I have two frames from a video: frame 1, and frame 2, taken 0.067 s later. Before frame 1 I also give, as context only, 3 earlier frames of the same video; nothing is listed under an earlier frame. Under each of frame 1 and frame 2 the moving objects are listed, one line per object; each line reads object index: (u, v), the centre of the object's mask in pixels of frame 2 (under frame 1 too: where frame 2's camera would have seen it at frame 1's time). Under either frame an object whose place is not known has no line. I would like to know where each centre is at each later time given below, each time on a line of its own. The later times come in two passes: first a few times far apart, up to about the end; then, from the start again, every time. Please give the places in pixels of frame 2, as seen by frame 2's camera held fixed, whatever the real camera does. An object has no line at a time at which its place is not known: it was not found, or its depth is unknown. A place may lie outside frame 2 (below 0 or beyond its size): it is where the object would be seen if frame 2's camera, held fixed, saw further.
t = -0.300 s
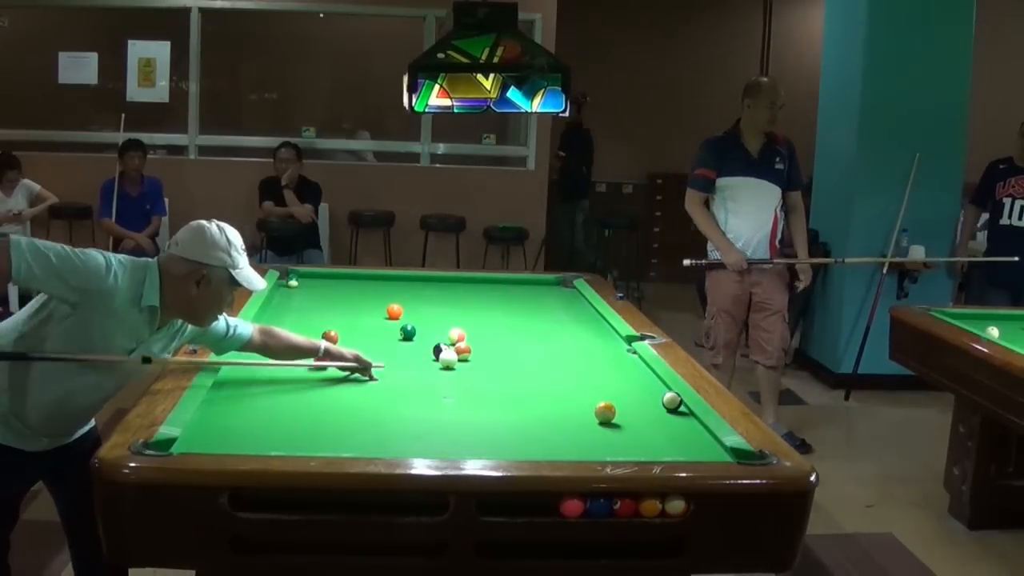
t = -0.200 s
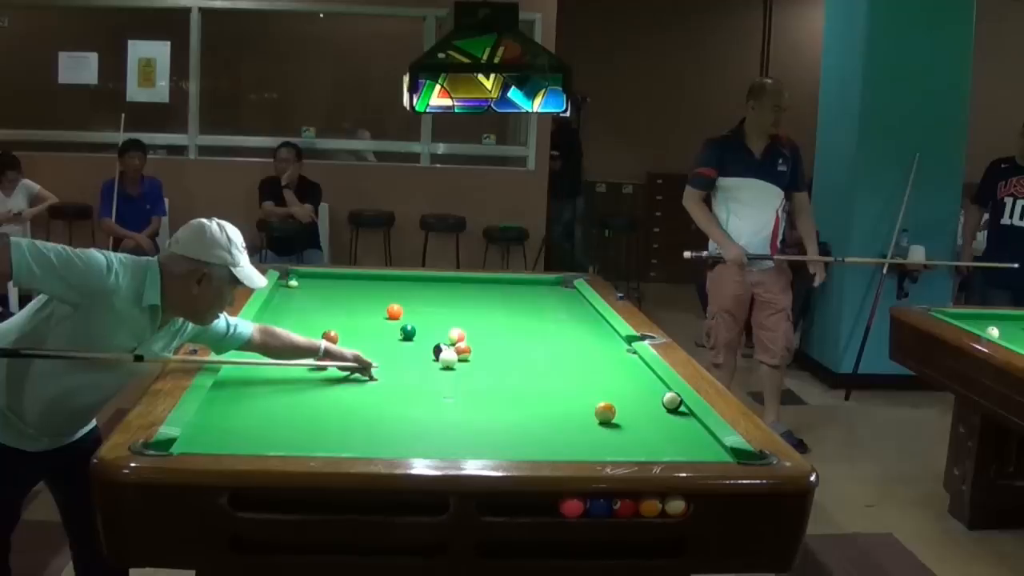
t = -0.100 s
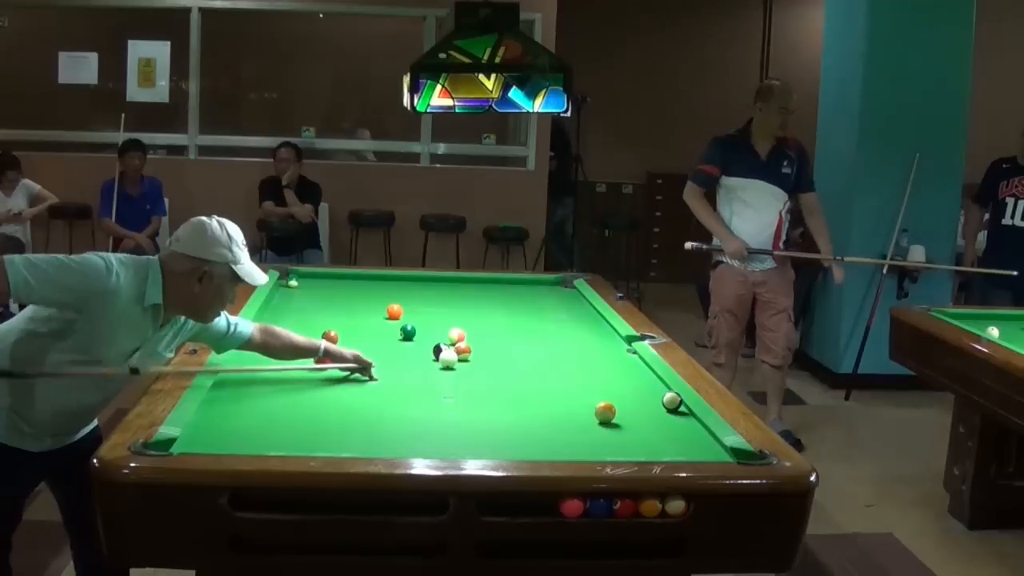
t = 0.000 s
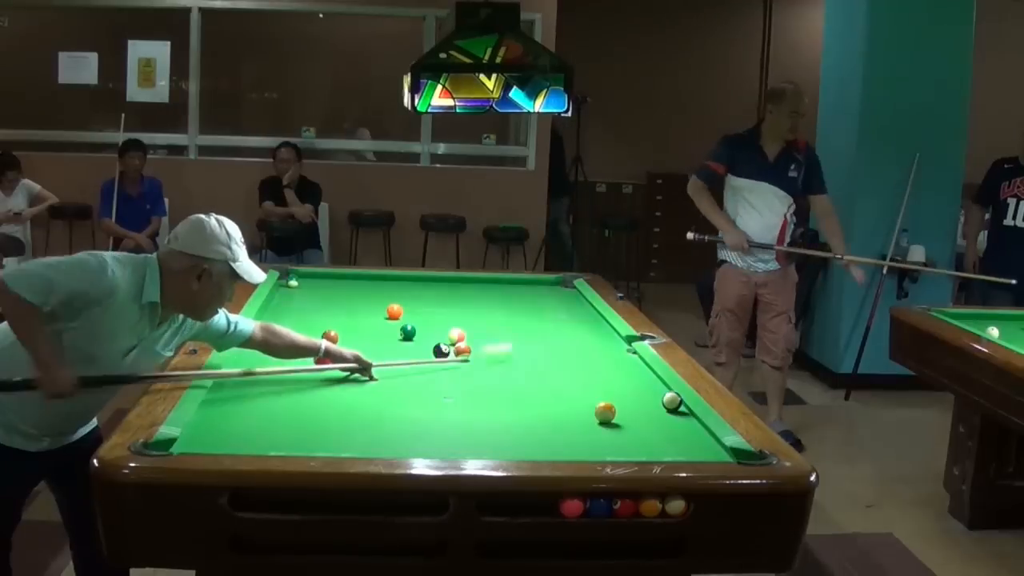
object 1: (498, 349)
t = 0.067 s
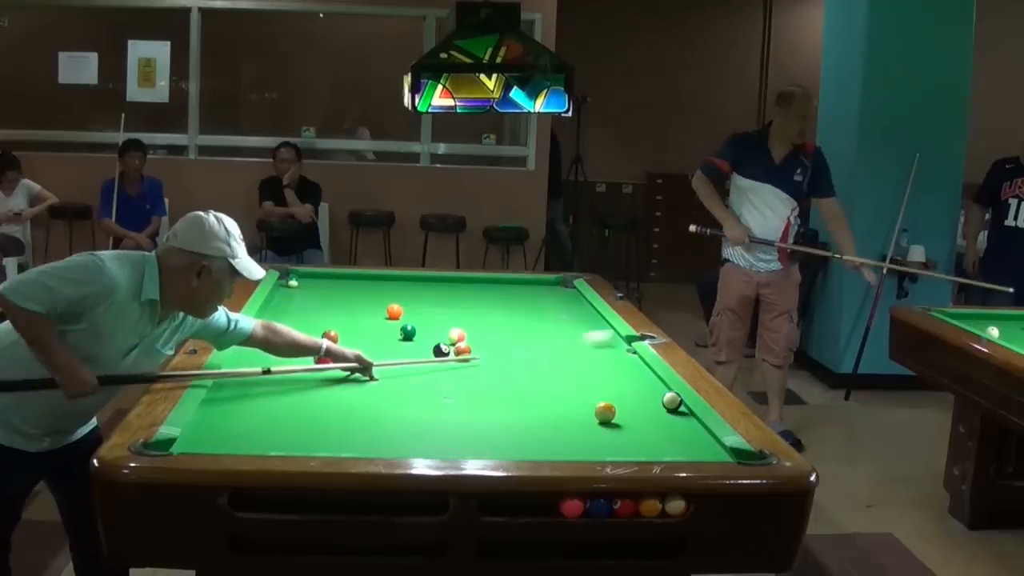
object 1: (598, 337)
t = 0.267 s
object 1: (449, 312)
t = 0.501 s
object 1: (294, 292)
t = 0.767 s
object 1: (360, 288)
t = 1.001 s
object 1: (419, 287)
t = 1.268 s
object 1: (482, 285)
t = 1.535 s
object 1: (541, 284)
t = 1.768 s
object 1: (558, 281)
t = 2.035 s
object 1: (566, 283)
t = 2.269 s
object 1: (563, 284)
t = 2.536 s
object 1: (559, 285)
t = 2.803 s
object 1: (556, 285)
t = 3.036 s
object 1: (554, 286)
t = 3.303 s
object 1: (553, 286)
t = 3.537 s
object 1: (552, 286)
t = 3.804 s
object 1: (552, 286)
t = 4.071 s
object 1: (552, 286)
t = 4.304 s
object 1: (552, 286)
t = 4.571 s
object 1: (552, 286)
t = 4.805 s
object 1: (552, 286)
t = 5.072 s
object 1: (552, 286)
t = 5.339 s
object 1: (552, 286)
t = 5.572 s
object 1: (552, 286)
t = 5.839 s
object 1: (552, 286)
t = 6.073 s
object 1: (552, 286)
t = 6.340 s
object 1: (552, 286)
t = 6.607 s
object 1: (552, 286)
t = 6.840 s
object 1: (552, 286)
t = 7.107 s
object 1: (552, 286)
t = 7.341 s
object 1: (552, 286)
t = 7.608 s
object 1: (552, 286)
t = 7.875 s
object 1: (552, 286)
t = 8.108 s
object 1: (552, 286)
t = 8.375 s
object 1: (552, 286)
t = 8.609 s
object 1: (552, 286)
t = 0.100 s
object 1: (596, 332)
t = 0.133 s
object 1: (564, 328)
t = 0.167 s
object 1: (533, 324)
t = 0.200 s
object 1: (503, 319)
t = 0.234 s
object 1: (476, 316)
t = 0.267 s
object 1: (449, 312)
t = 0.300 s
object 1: (424, 309)
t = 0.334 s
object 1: (402, 304)
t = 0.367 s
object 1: (378, 302)
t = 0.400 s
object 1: (355, 300)
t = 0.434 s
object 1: (335, 297)
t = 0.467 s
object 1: (314, 295)
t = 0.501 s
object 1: (294, 292)
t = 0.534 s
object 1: (278, 289)
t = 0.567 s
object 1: (292, 288)
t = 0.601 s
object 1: (306, 289)
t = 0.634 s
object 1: (318, 289)
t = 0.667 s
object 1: (329, 289)
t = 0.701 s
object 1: (341, 289)
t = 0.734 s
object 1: (351, 289)
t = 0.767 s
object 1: (360, 288)
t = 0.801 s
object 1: (368, 288)
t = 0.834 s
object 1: (377, 288)
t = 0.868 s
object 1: (386, 288)
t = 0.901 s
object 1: (394, 288)
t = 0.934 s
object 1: (402, 288)
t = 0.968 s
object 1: (411, 287)
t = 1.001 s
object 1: (419, 287)
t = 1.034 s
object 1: (427, 287)
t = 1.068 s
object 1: (435, 287)
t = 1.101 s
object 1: (443, 286)
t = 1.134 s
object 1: (451, 286)
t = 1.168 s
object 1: (459, 286)
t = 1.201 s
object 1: (467, 286)
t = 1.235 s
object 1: (475, 286)
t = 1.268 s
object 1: (482, 285)
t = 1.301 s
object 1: (490, 285)
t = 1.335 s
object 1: (497, 285)
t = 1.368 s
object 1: (505, 285)
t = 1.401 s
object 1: (512, 285)
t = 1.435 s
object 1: (520, 284)
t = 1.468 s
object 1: (527, 284)
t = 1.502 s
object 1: (534, 284)
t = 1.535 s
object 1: (541, 284)
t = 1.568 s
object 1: (548, 284)
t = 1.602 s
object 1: (556, 283)
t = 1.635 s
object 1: (562, 283)
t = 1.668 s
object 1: (566, 283)
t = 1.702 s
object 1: (563, 282)
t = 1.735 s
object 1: (560, 281)
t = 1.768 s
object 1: (558, 281)
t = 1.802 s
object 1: (558, 281)
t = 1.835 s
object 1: (559, 281)
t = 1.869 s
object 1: (560, 282)
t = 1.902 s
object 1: (561, 282)
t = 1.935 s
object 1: (562, 282)
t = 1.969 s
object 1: (563, 283)
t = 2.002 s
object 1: (565, 283)
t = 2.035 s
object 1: (566, 283)
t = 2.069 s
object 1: (567, 283)
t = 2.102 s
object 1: (566, 283)
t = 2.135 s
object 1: (565, 284)
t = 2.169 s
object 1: (565, 284)
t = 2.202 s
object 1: (564, 284)
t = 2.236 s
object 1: (564, 284)
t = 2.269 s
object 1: (563, 284)
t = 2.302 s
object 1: (563, 284)
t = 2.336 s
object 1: (562, 284)
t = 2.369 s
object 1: (562, 284)
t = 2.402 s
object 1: (561, 284)
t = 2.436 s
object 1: (561, 284)
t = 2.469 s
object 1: (560, 284)
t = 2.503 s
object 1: (560, 285)
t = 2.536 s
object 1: (559, 285)
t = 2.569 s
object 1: (559, 285)
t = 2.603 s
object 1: (558, 285)
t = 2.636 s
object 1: (558, 285)
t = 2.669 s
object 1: (557, 285)
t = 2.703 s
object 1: (557, 285)
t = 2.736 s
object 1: (557, 285)
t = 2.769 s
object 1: (556, 285)
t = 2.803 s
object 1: (556, 285)
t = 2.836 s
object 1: (556, 285)
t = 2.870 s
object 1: (556, 285)
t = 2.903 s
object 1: (555, 285)
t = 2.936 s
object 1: (555, 285)
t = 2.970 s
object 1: (555, 286)
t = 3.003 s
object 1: (554, 286)
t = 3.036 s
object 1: (554, 286)
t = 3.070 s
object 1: (554, 286)
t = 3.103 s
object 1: (554, 286)
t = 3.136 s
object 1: (553, 286)
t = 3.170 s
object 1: (553, 286)
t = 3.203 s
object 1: (553, 286)
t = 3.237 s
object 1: (553, 286)
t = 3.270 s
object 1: (553, 286)
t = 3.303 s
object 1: (553, 286)
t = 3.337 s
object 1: (553, 286)
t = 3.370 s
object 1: (552, 286)
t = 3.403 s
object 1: (552, 286)
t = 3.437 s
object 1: (552, 286)
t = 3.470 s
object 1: (552, 286)
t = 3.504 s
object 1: (552, 286)
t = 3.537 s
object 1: (552, 286)
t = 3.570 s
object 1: (552, 286)
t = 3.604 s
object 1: (552, 286)
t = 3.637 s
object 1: (552, 286)
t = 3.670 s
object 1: (552, 286)
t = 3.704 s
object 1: (552, 286)
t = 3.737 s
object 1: (552, 286)
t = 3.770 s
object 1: (552, 286)
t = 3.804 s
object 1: (552, 286)
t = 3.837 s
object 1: (552, 286)
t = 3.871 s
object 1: (552, 286)
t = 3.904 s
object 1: (552, 286)
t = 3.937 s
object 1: (552, 286)
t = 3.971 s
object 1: (552, 286)
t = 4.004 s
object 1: (552, 286)
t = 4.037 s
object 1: (552, 286)
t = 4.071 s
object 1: (552, 286)
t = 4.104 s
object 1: (552, 286)
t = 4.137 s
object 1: (552, 286)
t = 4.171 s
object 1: (552, 286)
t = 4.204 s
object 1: (552, 286)
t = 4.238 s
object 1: (552, 286)
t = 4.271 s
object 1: (552, 286)
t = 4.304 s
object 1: (552, 286)
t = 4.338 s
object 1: (552, 286)
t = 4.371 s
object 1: (552, 286)
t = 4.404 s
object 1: (552, 286)
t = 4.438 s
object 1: (552, 286)
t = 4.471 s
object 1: (552, 286)
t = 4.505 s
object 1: (552, 286)
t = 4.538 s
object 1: (552, 286)
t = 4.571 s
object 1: (552, 286)
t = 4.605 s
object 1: (552, 286)
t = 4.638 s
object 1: (552, 286)
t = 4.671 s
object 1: (552, 286)
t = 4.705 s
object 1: (552, 286)
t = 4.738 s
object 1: (552, 286)
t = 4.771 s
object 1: (552, 286)
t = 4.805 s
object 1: (552, 286)
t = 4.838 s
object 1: (552, 286)
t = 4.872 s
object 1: (552, 286)
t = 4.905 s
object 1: (552, 286)
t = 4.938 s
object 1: (552, 286)
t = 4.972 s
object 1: (552, 286)
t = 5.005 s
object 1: (552, 286)
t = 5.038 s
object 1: (552, 286)
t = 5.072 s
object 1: (552, 286)
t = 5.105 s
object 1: (552, 286)
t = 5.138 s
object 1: (552, 286)
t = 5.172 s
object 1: (552, 286)
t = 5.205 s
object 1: (552, 286)
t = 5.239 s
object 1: (552, 286)
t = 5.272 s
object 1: (552, 286)
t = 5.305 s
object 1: (552, 286)
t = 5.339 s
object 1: (552, 286)
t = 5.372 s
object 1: (552, 286)
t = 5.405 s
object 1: (552, 286)
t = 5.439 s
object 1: (552, 286)
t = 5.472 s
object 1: (552, 286)
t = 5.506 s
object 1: (552, 286)
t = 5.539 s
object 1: (552, 286)
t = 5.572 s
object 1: (552, 286)
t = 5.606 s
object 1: (552, 286)
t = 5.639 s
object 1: (552, 286)
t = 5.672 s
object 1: (552, 286)
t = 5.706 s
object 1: (552, 286)
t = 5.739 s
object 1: (552, 286)
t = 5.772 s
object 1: (552, 286)
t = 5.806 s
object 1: (552, 286)
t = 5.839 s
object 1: (552, 286)
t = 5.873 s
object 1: (552, 286)
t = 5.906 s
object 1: (552, 286)
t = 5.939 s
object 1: (552, 286)
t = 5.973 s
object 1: (552, 286)
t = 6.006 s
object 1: (552, 286)
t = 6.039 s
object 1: (552, 286)
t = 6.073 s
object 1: (552, 286)
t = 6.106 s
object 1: (552, 286)
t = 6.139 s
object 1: (552, 286)
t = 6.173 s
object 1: (552, 286)
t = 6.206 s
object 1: (552, 286)
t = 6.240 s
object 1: (552, 286)
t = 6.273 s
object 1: (552, 286)
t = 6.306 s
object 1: (552, 286)
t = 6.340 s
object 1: (552, 286)
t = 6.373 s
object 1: (552, 286)
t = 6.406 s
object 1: (552, 286)
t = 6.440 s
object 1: (552, 286)
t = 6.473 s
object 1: (552, 286)
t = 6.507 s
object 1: (552, 286)
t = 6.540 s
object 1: (552, 286)
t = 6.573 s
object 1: (552, 286)
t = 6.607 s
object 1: (552, 286)
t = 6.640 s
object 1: (552, 286)
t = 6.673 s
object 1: (552, 286)
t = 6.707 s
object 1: (552, 286)
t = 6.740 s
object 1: (552, 286)
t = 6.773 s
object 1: (552, 286)
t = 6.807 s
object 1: (552, 286)
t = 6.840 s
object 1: (552, 286)
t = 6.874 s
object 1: (552, 286)
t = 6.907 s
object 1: (552, 286)
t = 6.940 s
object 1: (552, 286)
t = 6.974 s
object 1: (552, 286)
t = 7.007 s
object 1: (552, 286)
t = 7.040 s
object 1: (552, 286)
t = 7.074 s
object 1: (552, 286)
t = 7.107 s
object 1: (552, 286)
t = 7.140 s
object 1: (552, 286)
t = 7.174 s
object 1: (552, 286)
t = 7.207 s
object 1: (552, 286)
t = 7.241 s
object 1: (552, 286)
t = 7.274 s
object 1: (552, 286)
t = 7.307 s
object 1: (552, 286)
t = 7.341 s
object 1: (552, 286)
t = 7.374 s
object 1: (552, 286)
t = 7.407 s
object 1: (552, 286)
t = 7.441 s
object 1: (552, 286)
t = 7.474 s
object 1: (552, 286)
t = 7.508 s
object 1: (552, 286)
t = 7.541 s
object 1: (552, 286)
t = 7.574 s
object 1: (552, 286)
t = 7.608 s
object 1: (552, 286)
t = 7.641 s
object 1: (552, 286)
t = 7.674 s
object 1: (552, 286)
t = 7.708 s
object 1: (552, 286)
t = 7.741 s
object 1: (552, 286)
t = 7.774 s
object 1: (552, 286)
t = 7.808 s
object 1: (552, 286)
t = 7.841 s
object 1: (552, 286)
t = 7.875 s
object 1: (552, 286)
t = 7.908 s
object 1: (552, 286)
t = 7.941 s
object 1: (552, 286)
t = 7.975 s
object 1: (552, 286)
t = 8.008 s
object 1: (552, 286)
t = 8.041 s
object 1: (552, 286)
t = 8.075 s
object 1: (552, 286)
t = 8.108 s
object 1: (552, 286)
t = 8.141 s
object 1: (552, 286)
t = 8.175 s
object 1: (552, 286)
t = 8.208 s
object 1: (552, 286)
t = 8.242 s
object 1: (552, 286)
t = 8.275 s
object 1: (552, 286)
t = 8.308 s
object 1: (552, 286)
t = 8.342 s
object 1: (552, 286)
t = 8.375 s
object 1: (552, 286)
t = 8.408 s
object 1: (552, 286)
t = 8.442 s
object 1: (552, 286)
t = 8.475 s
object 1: (552, 286)
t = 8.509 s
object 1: (552, 286)
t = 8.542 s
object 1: (552, 286)
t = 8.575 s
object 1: (552, 286)
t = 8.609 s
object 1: (552, 286)
